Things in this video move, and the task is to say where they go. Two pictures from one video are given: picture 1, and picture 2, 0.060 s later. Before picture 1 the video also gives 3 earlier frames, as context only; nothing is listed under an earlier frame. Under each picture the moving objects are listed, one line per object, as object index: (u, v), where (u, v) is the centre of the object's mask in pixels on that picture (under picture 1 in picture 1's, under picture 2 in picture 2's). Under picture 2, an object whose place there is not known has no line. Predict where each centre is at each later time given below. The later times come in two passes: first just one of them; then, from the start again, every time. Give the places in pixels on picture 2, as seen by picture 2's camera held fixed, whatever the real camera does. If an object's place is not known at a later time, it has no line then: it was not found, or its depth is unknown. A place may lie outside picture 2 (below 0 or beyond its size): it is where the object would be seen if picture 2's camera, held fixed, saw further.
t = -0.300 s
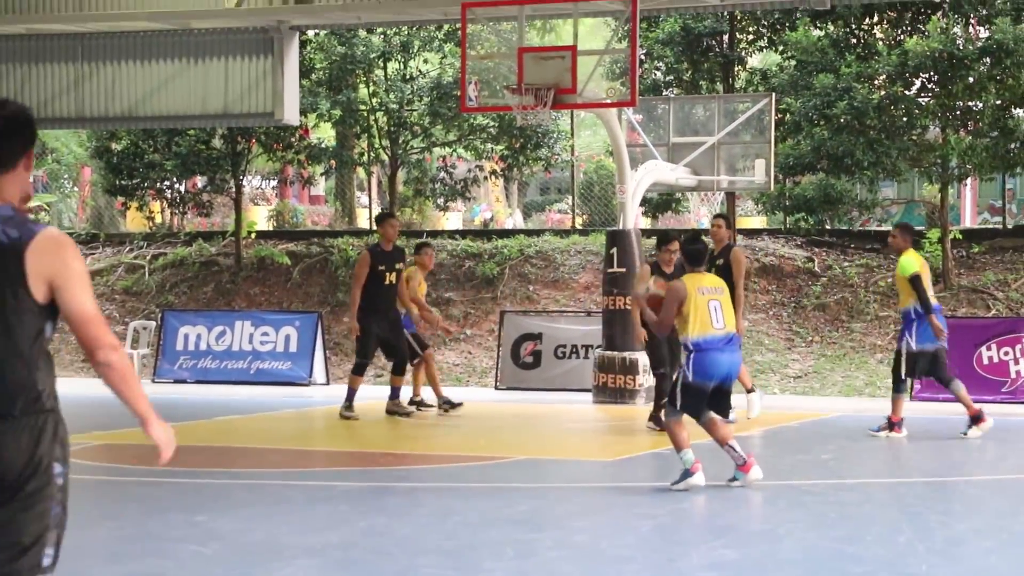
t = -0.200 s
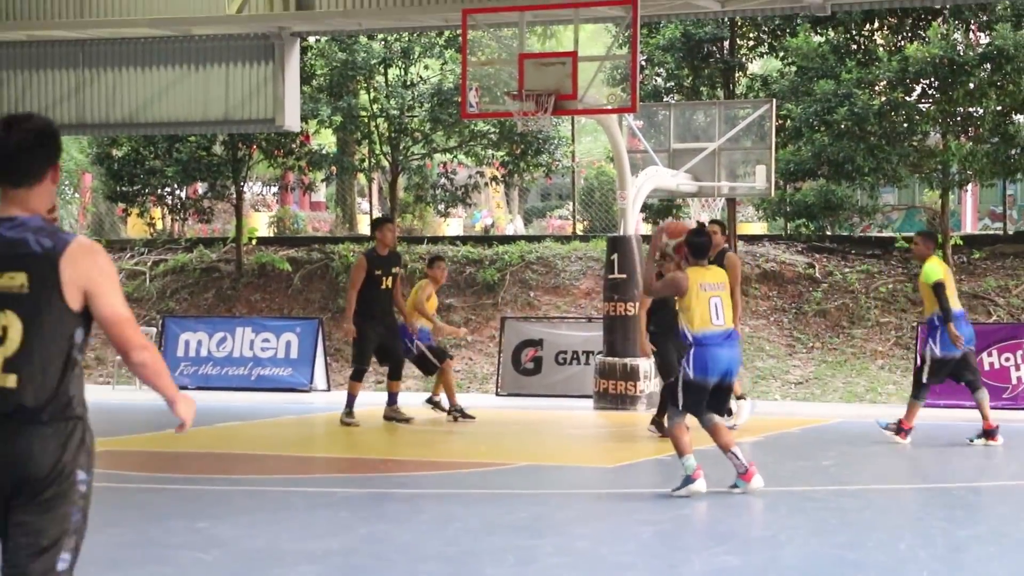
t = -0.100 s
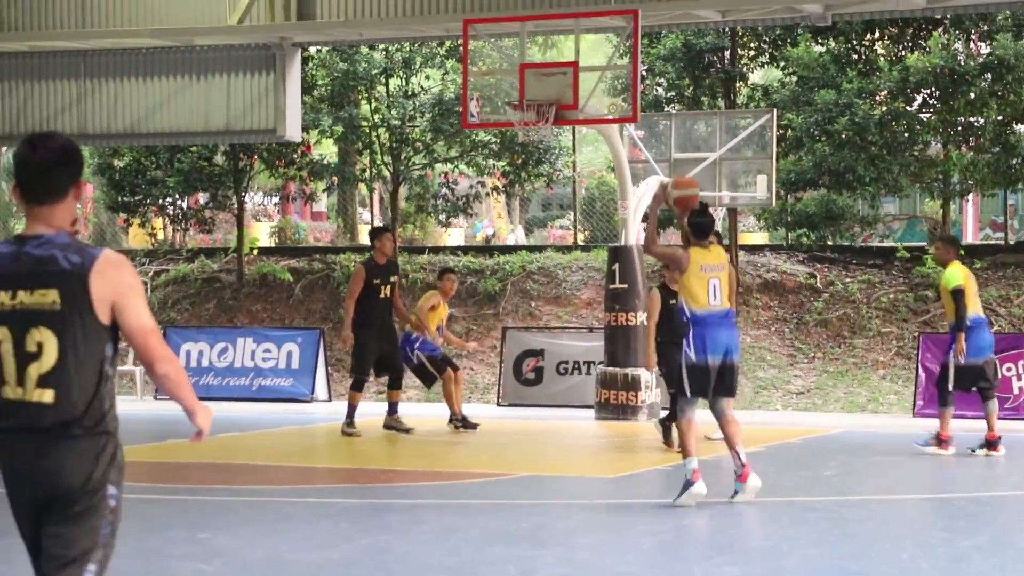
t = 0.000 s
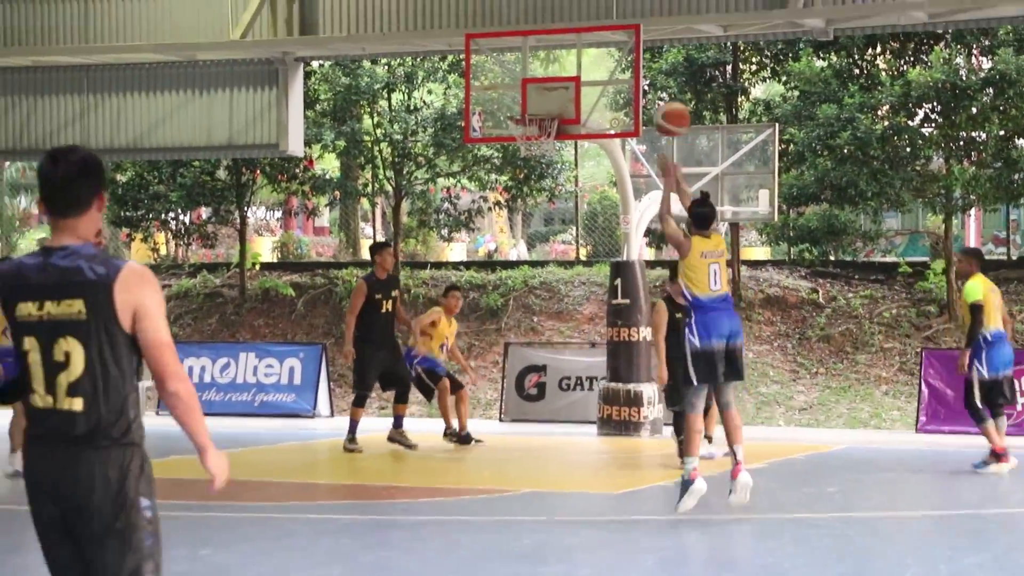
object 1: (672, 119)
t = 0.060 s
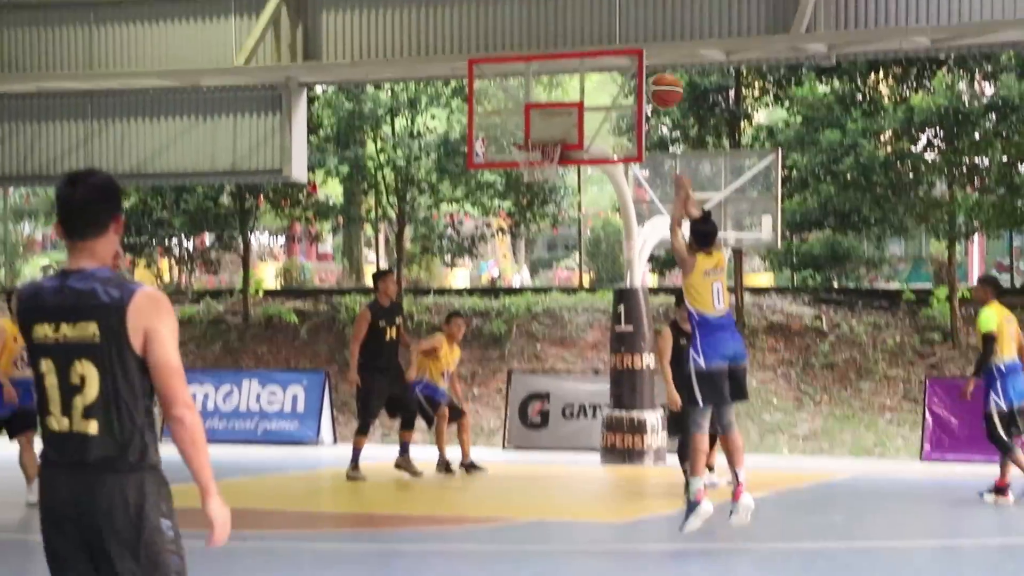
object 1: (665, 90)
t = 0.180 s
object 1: (646, 2)
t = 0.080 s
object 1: (662, 74)
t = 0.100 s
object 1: (658, 59)
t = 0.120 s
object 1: (655, 44)
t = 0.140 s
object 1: (651, 29)
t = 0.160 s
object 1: (649, 15)
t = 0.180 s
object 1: (646, 2)
